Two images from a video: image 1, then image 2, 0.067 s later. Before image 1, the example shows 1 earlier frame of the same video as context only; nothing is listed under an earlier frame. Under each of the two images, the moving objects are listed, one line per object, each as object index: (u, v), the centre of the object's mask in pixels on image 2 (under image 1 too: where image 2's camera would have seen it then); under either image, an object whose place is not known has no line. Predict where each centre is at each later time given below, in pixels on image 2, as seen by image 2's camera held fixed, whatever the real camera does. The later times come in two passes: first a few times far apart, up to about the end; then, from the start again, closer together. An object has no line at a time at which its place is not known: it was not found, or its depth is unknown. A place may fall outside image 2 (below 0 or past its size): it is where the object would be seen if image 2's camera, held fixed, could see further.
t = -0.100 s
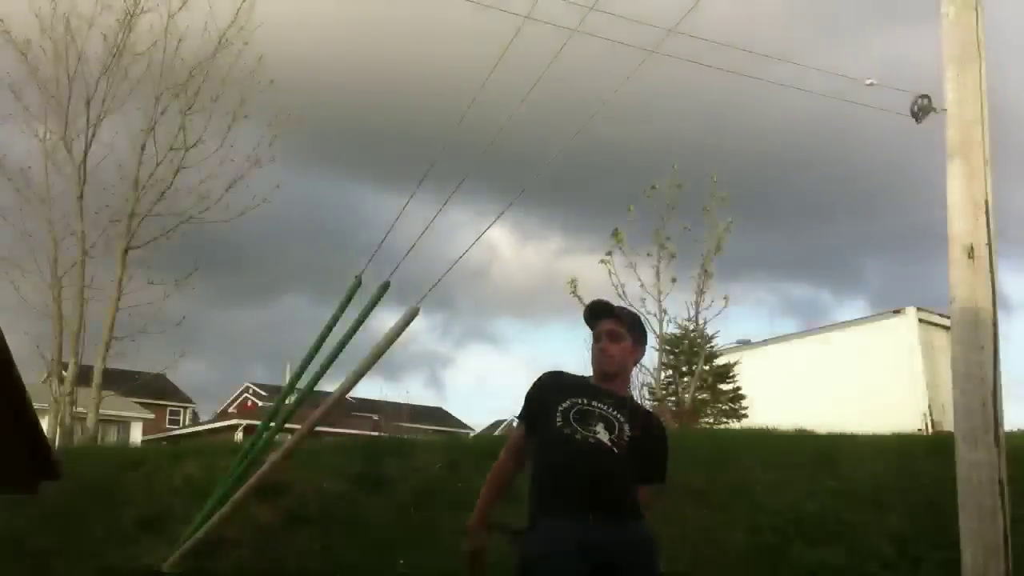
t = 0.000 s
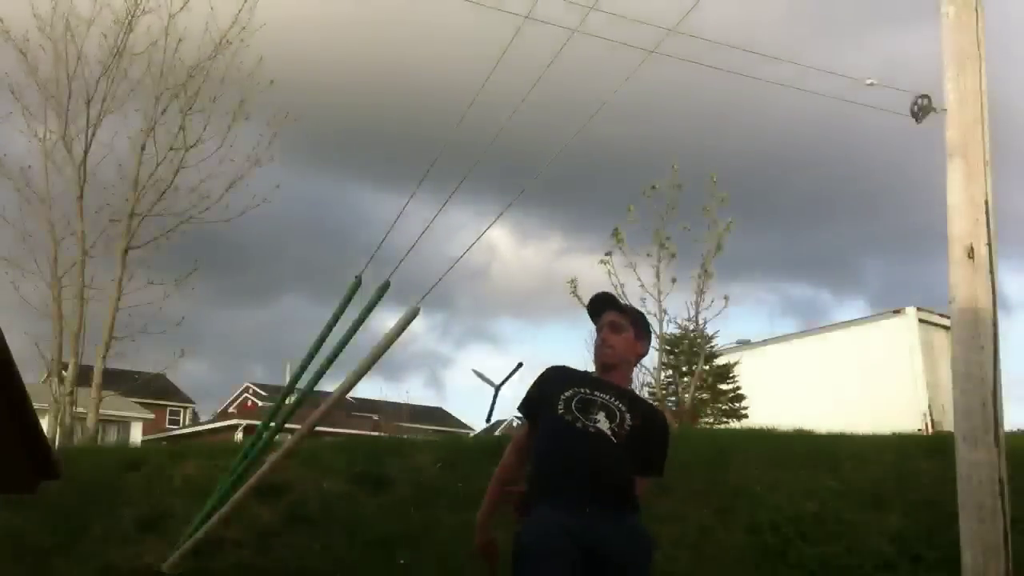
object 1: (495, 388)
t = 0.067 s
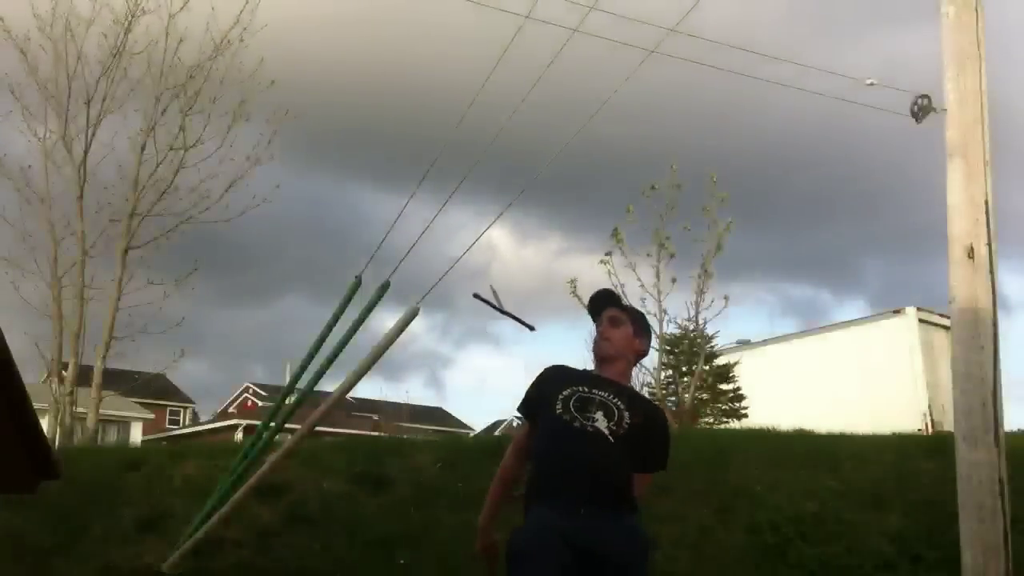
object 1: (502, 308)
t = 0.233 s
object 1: (510, 170)
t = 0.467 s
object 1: (512, 101)
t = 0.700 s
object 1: (516, 196)
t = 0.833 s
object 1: (517, 323)
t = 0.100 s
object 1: (505, 276)
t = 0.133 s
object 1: (506, 245)
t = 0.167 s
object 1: (510, 218)
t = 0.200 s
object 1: (511, 196)
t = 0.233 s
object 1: (510, 170)
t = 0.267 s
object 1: (514, 154)
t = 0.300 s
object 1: (511, 141)
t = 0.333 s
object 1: (510, 125)
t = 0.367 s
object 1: (515, 118)
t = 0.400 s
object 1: (512, 109)
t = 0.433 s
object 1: (510, 102)
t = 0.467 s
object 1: (512, 101)
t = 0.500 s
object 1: (515, 103)
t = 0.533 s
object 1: (517, 111)
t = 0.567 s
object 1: (519, 122)
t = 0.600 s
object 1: (519, 138)
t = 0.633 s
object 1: (518, 154)
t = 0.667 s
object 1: (518, 174)
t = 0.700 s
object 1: (516, 196)
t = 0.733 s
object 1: (514, 221)
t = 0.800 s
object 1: (519, 285)
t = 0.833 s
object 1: (517, 323)
